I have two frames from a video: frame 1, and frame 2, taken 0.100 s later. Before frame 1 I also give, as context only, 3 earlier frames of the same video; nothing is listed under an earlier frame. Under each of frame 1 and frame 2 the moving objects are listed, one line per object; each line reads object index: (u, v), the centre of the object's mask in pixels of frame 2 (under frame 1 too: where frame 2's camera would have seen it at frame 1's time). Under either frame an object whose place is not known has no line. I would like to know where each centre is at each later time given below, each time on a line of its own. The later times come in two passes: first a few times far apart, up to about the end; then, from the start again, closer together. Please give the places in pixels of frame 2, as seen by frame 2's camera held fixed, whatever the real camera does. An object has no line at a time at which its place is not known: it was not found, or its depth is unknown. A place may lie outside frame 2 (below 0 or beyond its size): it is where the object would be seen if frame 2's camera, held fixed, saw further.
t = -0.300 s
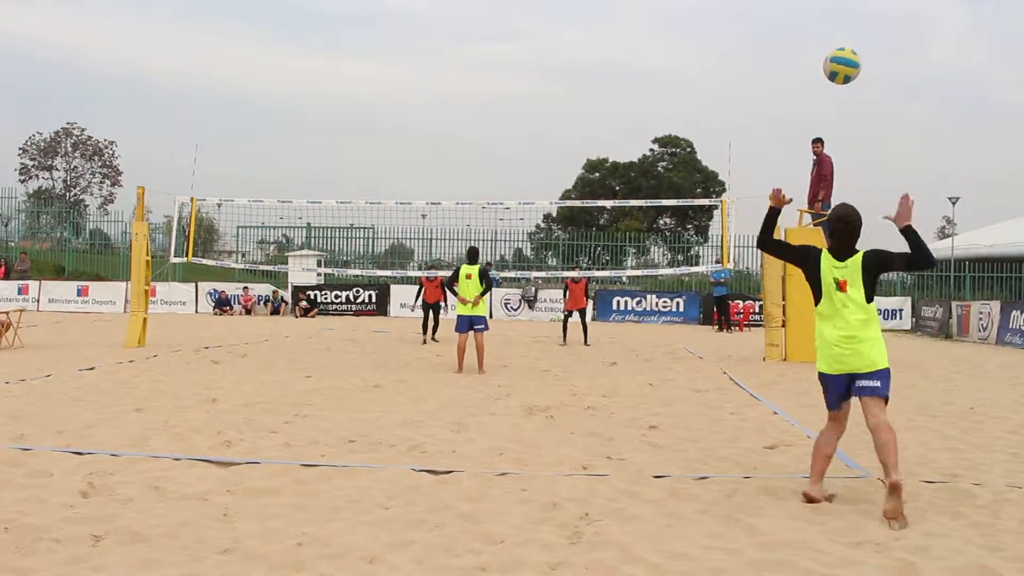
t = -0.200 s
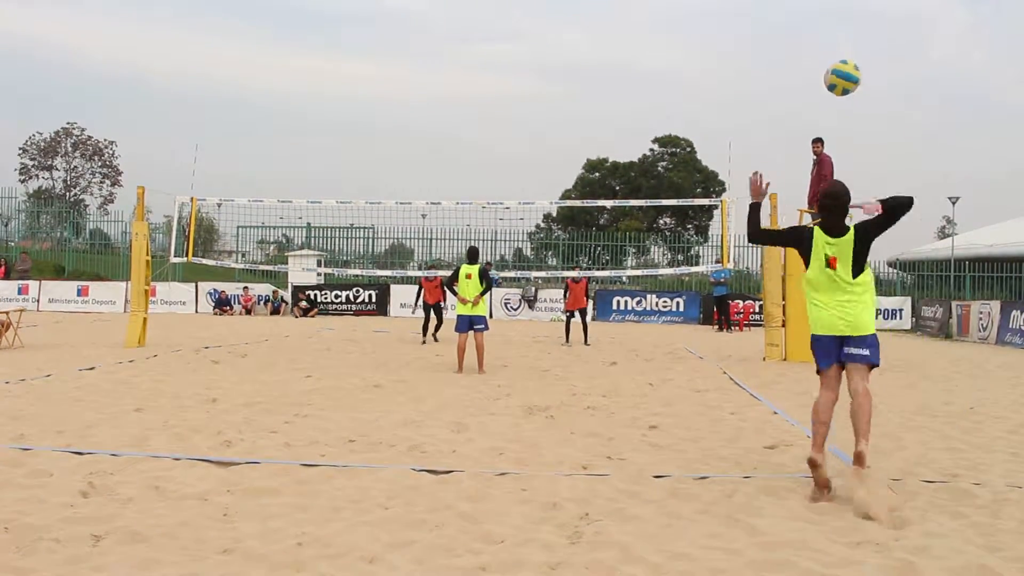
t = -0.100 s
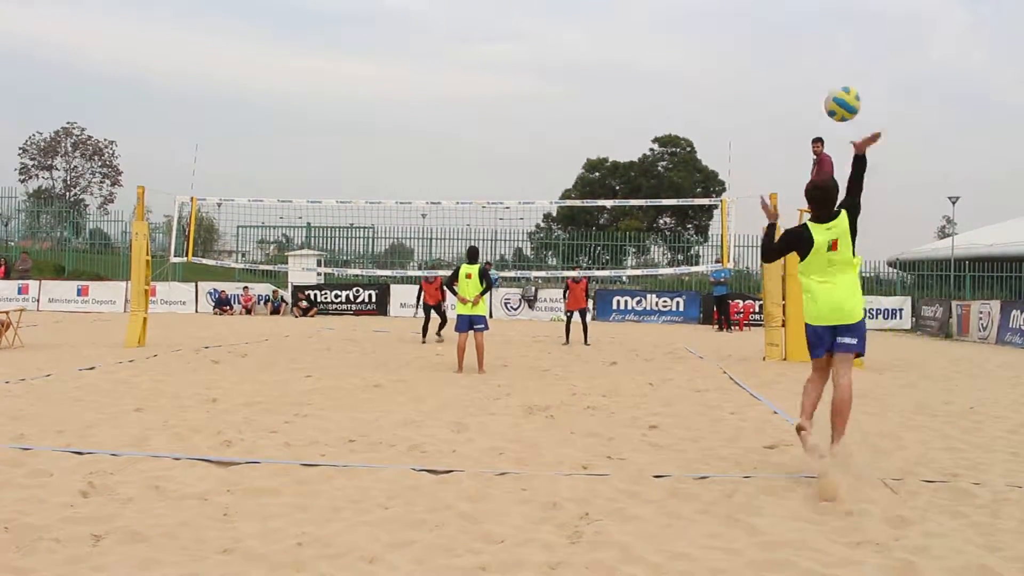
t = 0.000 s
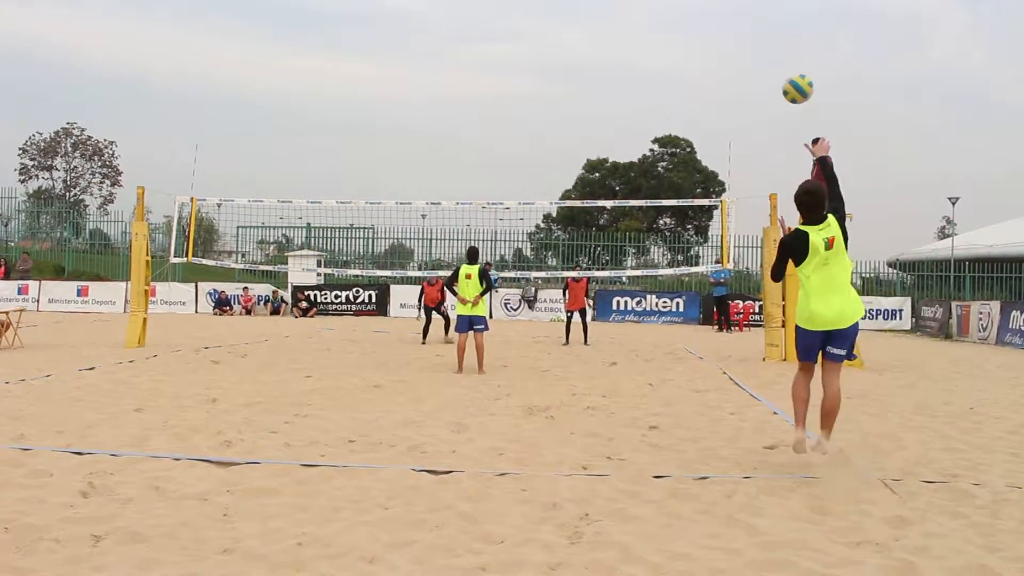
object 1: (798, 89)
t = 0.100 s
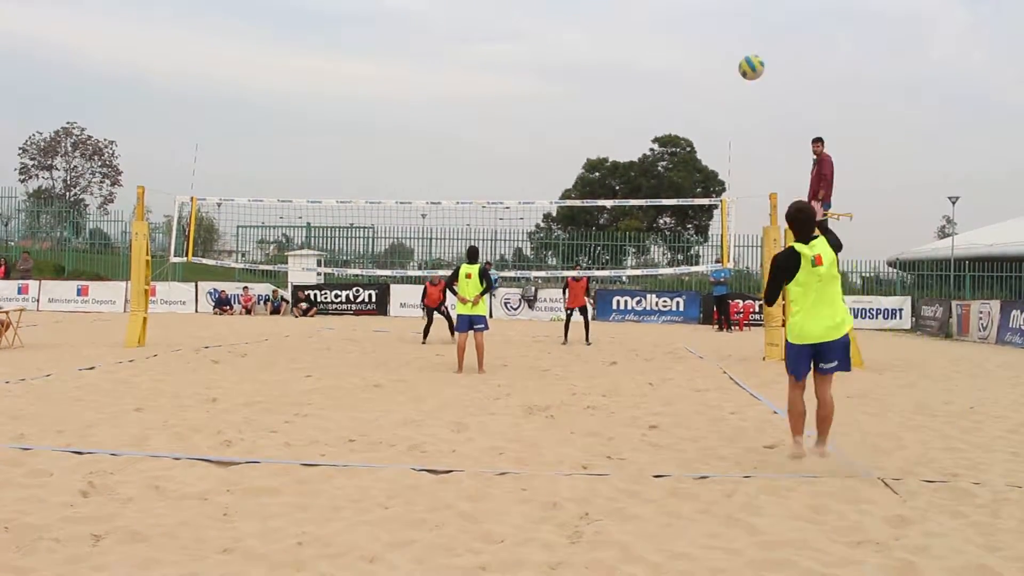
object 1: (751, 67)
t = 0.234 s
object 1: (710, 60)
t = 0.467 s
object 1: (663, 81)
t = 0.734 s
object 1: (637, 130)
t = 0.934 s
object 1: (628, 175)
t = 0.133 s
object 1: (739, 63)
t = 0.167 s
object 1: (728, 61)
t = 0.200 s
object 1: (719, 60)
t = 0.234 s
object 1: (710, 60)
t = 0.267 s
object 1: (701, 61)
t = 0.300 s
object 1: (693, 63)
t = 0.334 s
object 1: (686, 65)
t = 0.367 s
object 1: (679, 68)
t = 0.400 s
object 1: (673, 72)
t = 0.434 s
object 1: (668, 76)
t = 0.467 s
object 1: (663, 81)
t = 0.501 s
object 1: (659, 86)
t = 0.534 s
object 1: (655, 92)
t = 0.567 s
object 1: (651, 98)
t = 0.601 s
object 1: (648, 105)
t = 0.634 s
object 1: (645, 111)
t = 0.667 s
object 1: (642, 117)
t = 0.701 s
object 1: (639, 124)
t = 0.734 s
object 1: (637, 130)
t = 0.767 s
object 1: (635, 137)
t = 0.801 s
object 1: (633, 144)
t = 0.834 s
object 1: (631, 152)
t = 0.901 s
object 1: (629, 167)
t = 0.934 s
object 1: (628, 175)
